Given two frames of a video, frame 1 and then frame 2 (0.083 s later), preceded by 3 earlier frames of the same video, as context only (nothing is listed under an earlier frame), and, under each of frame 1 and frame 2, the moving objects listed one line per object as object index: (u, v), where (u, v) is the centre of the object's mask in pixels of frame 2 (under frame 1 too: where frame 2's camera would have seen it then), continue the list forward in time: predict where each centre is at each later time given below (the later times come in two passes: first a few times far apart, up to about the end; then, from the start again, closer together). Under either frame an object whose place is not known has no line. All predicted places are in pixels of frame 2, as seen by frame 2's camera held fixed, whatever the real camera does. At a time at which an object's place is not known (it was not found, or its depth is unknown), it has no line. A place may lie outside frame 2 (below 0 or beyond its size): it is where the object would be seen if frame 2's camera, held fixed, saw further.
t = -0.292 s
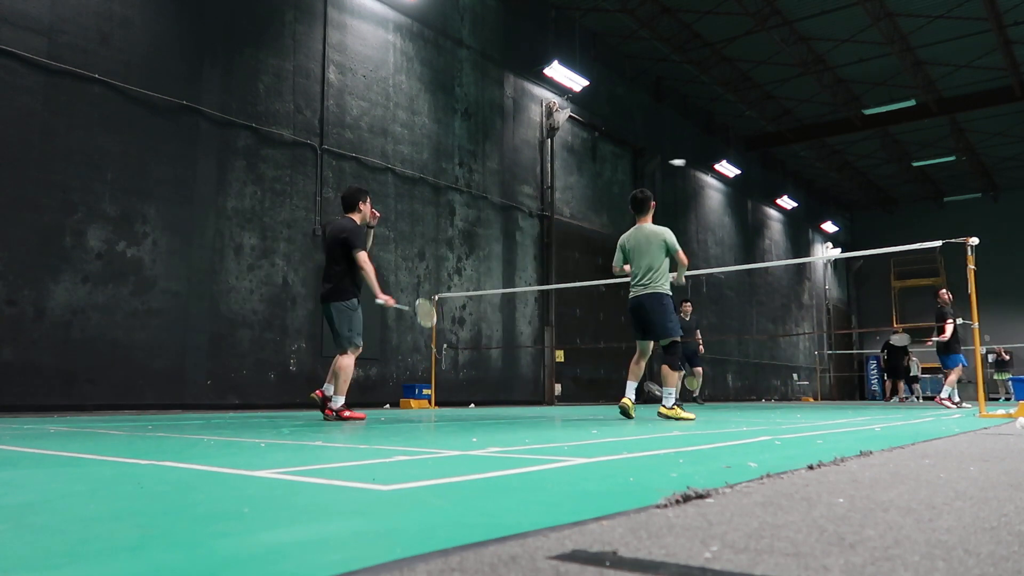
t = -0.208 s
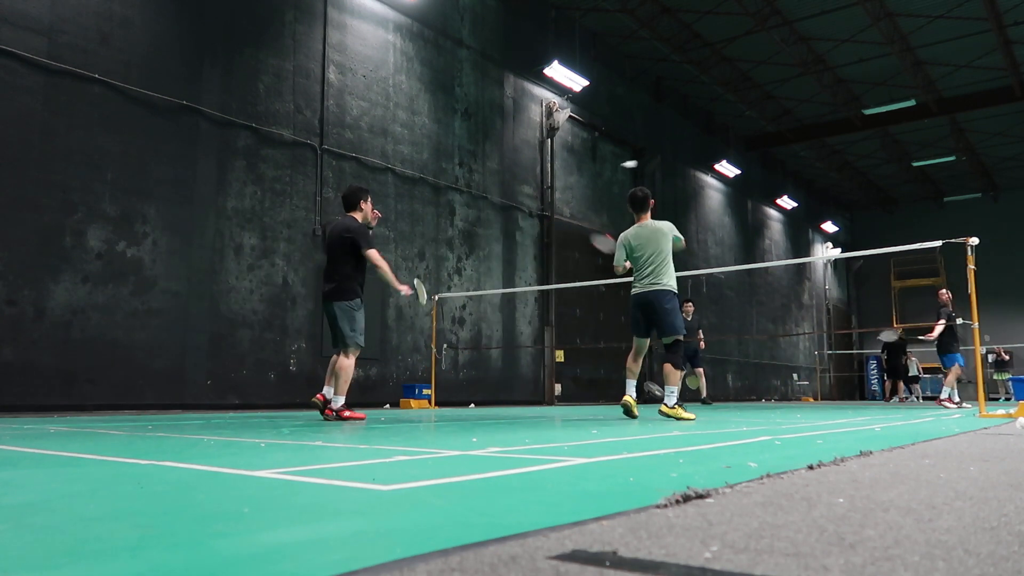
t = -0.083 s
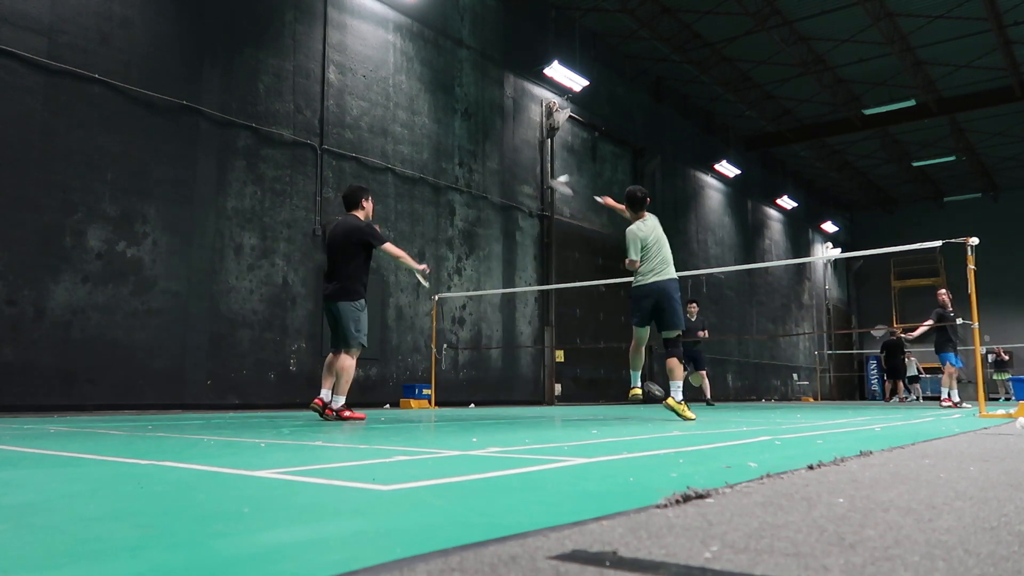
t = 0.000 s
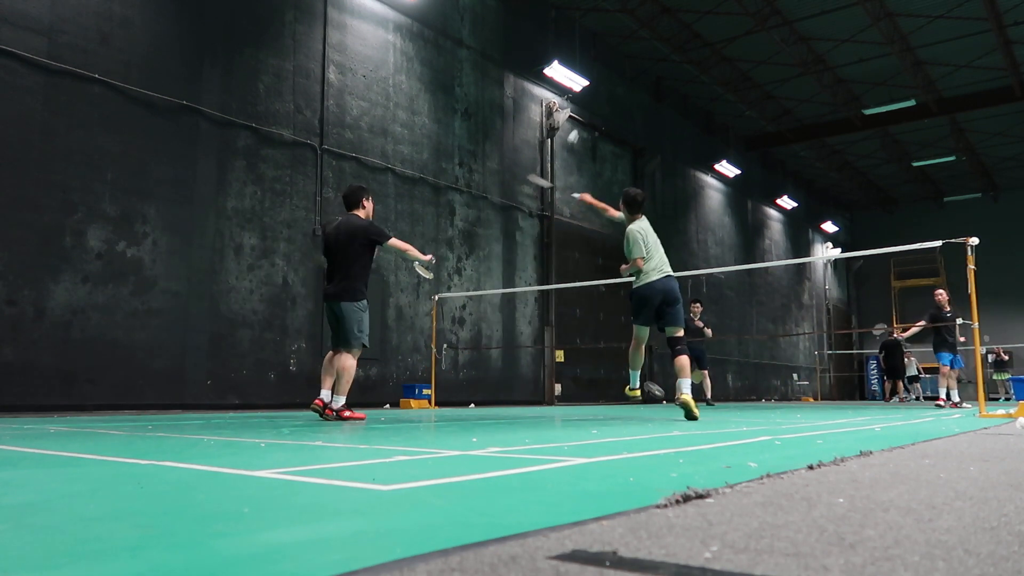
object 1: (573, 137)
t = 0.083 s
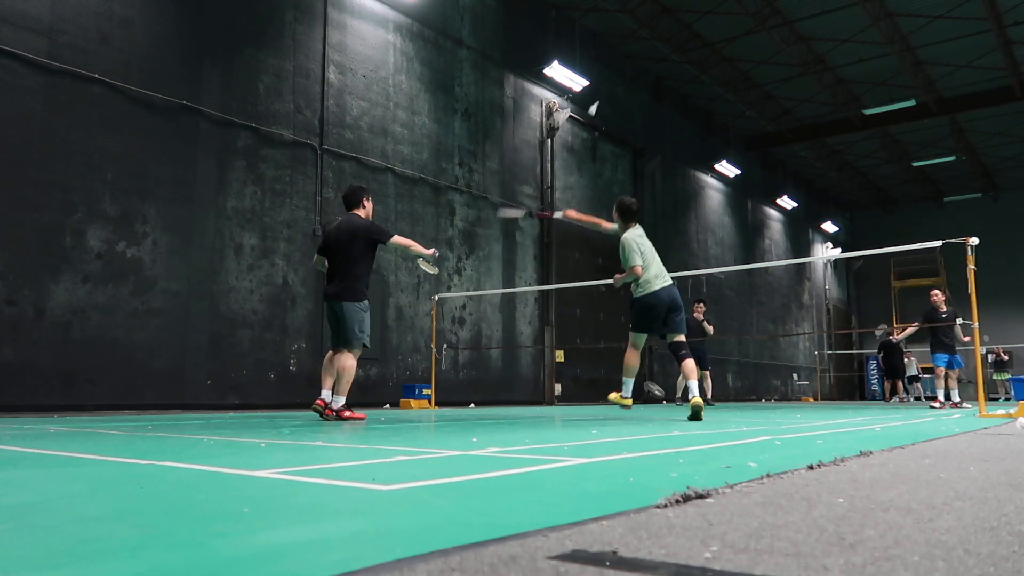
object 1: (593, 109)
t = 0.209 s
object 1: (621, 76)
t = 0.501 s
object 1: (685, 76)
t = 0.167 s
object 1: (612, 83)
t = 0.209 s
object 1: (621, 76)
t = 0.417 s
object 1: (667, 67)
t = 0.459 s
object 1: (676, 71)
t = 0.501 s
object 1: (685, 76)
